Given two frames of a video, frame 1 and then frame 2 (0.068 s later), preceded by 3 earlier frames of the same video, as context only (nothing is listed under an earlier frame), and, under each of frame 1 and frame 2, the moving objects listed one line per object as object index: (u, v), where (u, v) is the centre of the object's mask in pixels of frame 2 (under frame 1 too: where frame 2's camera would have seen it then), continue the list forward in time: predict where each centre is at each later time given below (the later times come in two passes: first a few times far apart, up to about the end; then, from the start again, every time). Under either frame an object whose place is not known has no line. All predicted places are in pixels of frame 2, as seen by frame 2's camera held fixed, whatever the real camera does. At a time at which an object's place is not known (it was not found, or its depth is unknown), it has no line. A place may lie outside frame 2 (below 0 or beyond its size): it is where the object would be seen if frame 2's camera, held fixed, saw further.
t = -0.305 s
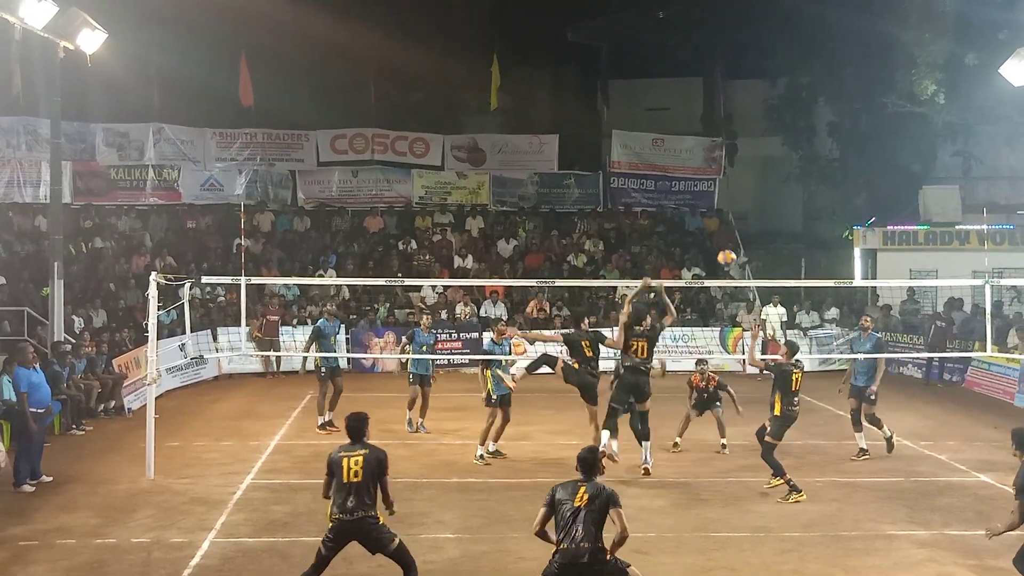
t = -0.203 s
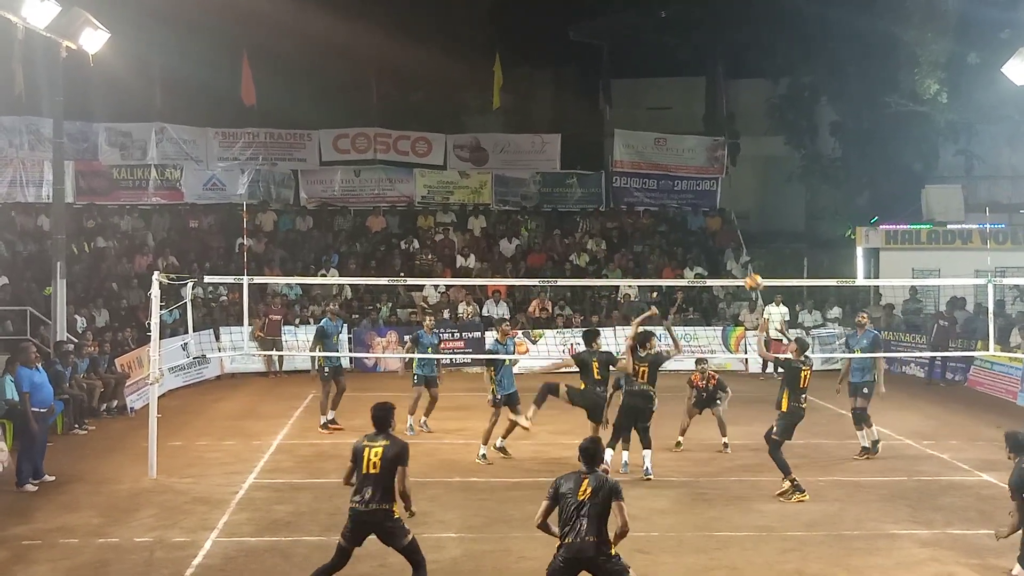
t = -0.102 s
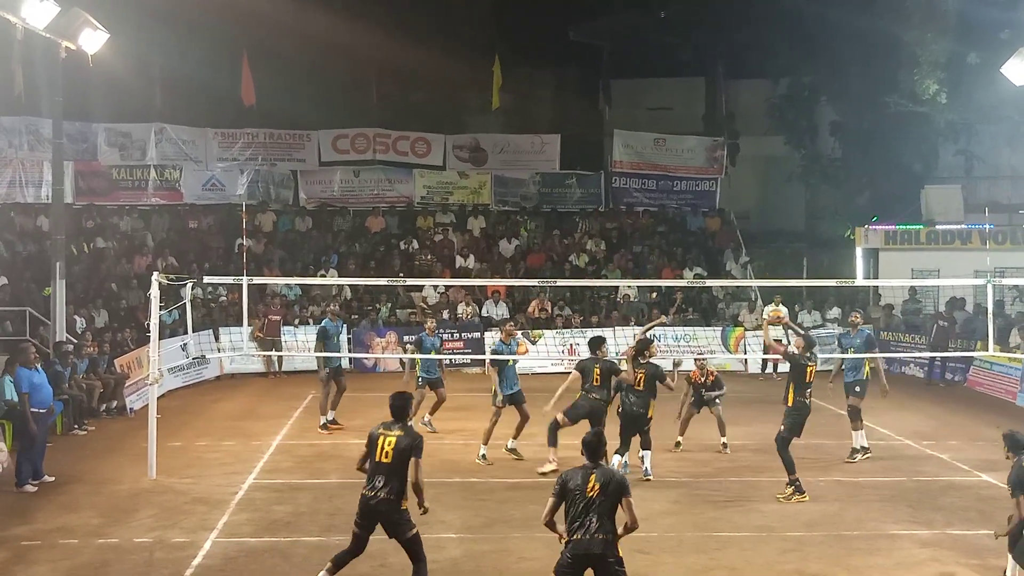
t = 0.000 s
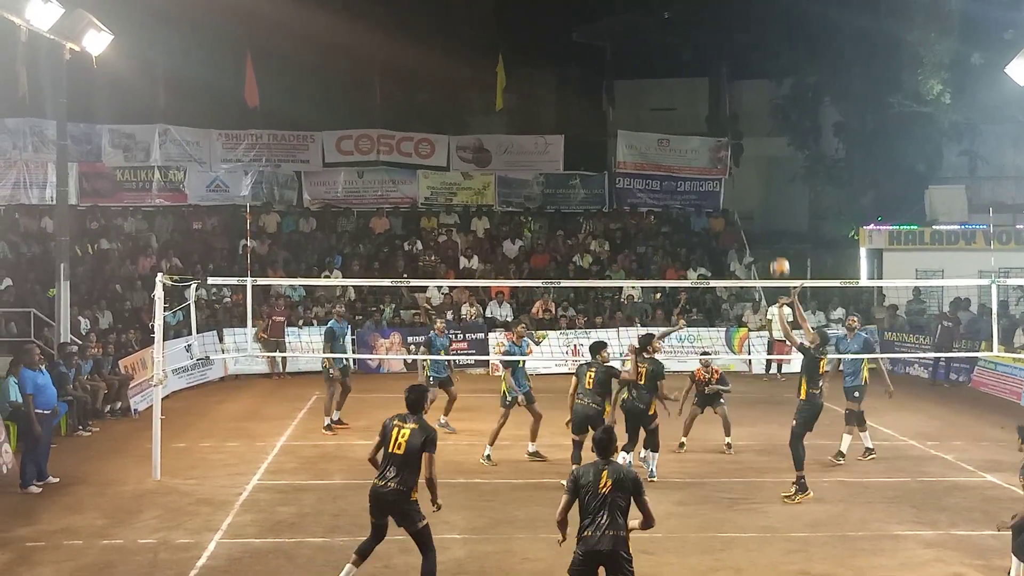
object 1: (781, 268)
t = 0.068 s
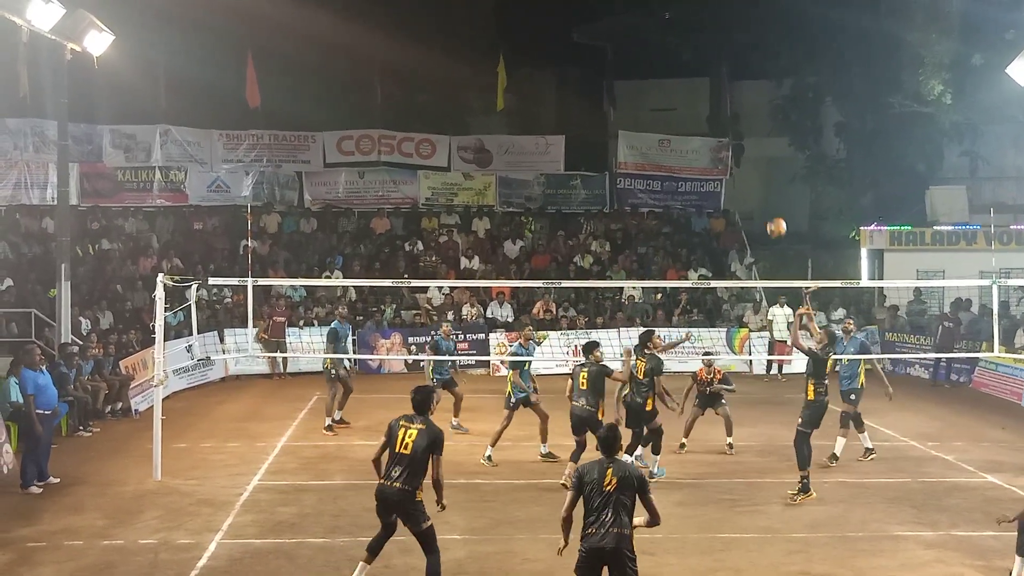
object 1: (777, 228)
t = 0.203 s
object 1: (768, 159)
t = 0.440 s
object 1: (753, 77)
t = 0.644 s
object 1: (739, 44)
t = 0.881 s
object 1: (720, 53)
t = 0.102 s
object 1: (774, 209)
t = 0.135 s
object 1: (772, 191)
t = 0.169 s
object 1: (770, 175)
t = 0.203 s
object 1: (768, 159)
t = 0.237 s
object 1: (766, 144)
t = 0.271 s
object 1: (764, 131)
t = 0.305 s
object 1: (762, 118)
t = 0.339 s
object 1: (760, 106)
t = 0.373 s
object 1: (757, 95)
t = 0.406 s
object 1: (755, 86)
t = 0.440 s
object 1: (753, 77)
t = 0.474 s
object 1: (750, 69)
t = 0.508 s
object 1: (748, 62)
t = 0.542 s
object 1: (746, 56)
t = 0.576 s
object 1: (743, 51)
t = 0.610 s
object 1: (741, 47)
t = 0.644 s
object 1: (739, 44)
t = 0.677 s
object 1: (736, 42)
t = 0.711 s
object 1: (733, 41)
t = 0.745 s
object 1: (731, 41)
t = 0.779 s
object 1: (728, 43)
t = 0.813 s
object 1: (725, 45)
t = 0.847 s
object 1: (723, 48)
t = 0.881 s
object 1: (720, 53)
